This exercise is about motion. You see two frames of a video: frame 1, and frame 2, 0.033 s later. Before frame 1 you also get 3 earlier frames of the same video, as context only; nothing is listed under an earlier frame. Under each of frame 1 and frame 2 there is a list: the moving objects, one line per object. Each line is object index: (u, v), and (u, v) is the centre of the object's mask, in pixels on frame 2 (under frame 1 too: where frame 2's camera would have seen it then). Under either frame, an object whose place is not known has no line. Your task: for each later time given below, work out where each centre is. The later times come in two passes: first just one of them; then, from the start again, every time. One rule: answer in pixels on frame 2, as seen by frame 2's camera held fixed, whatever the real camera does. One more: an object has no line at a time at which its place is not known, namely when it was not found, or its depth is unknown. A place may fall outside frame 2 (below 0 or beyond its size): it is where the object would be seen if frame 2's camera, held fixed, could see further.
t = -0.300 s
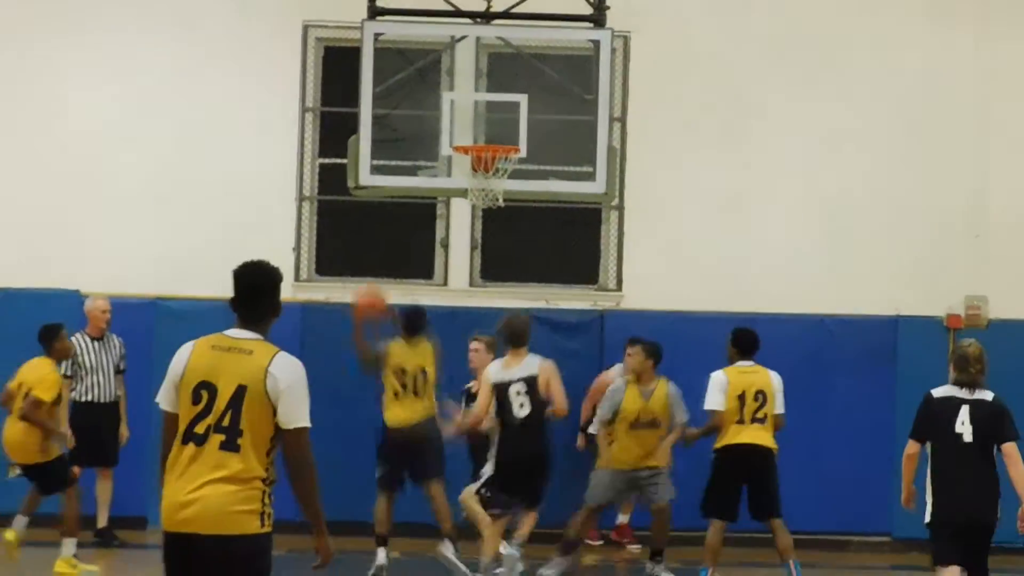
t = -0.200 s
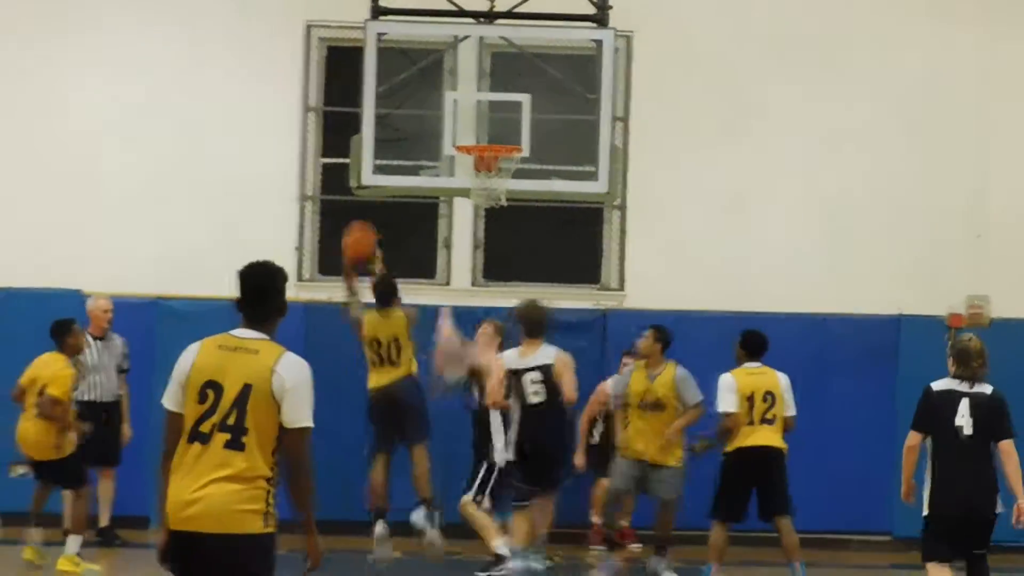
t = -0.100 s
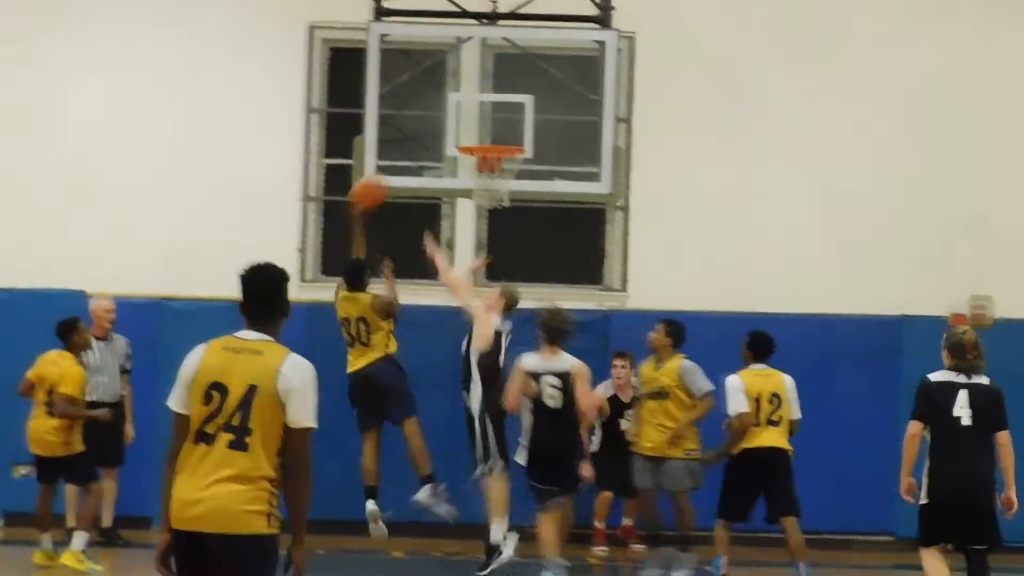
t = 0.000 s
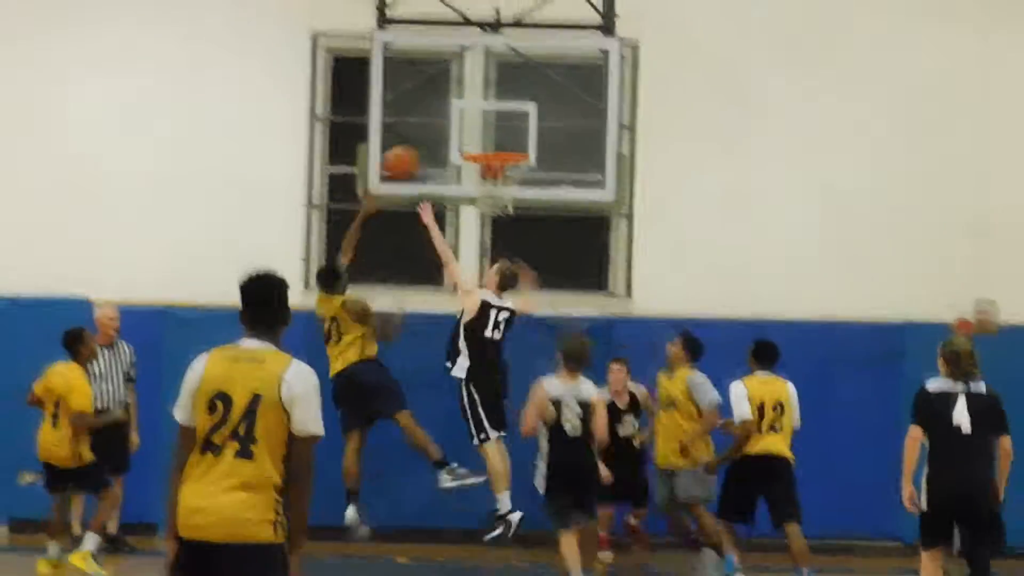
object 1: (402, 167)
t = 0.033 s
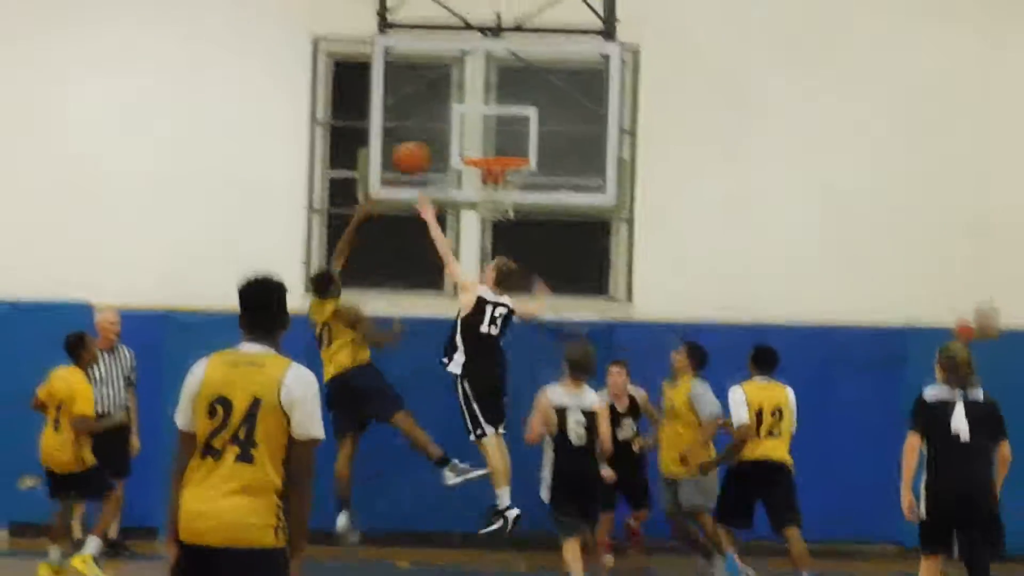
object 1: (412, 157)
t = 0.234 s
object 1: (462, 136)
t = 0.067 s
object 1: (422, 150)
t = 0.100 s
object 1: (430, 143)
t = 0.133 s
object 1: (437, 138)
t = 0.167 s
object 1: (446, 136)
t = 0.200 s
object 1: (455, 136)
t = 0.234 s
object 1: (462, 136)
